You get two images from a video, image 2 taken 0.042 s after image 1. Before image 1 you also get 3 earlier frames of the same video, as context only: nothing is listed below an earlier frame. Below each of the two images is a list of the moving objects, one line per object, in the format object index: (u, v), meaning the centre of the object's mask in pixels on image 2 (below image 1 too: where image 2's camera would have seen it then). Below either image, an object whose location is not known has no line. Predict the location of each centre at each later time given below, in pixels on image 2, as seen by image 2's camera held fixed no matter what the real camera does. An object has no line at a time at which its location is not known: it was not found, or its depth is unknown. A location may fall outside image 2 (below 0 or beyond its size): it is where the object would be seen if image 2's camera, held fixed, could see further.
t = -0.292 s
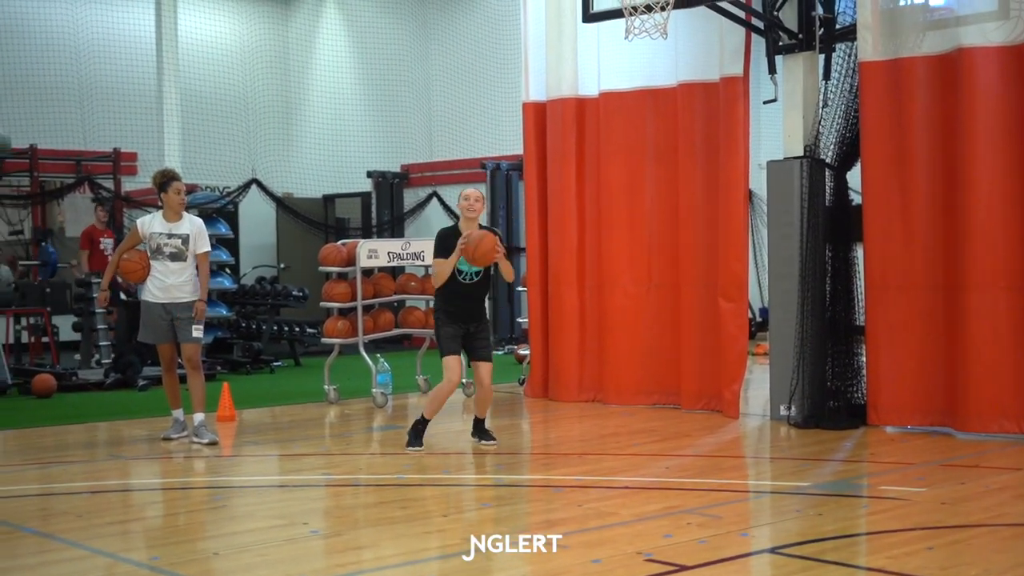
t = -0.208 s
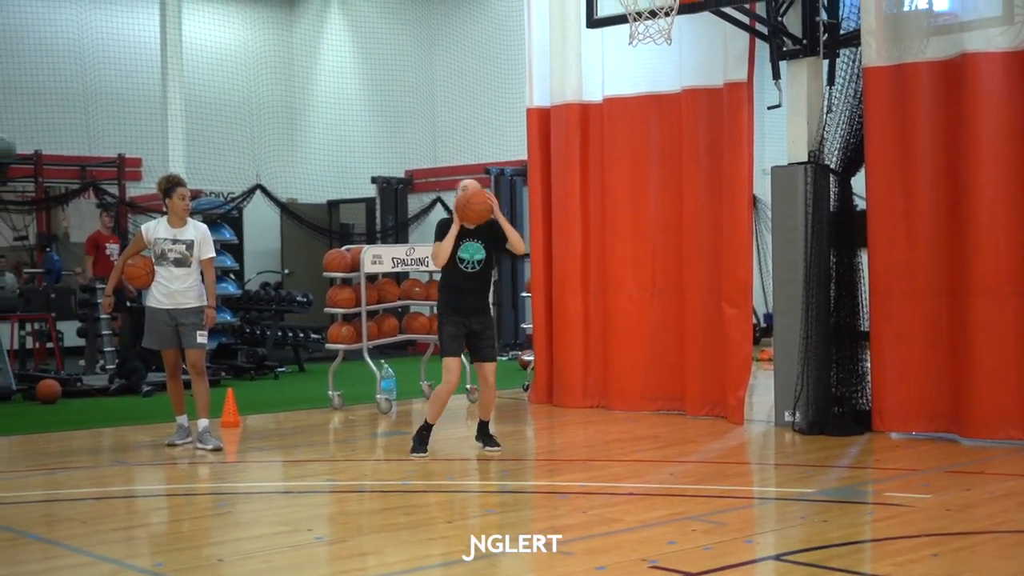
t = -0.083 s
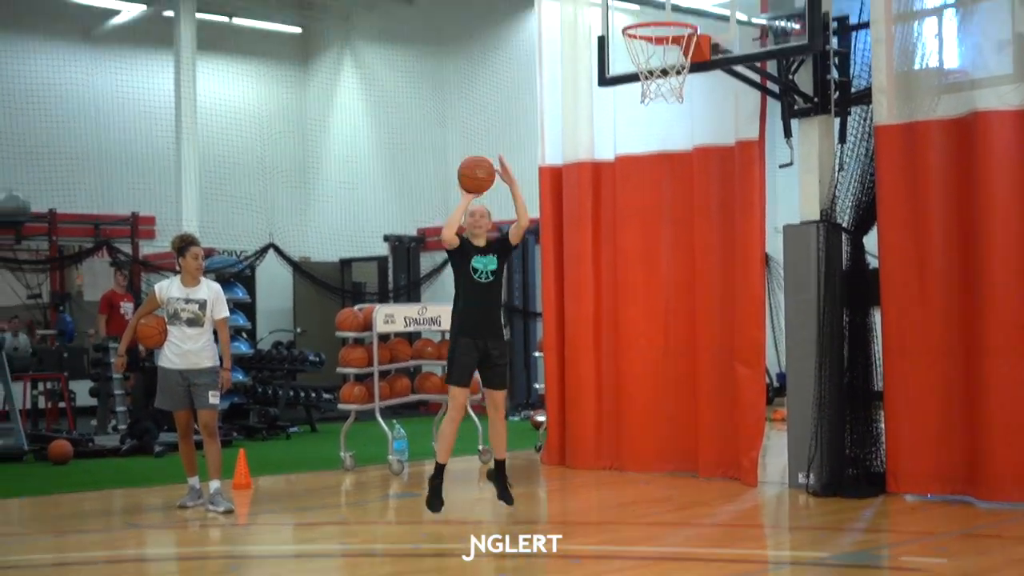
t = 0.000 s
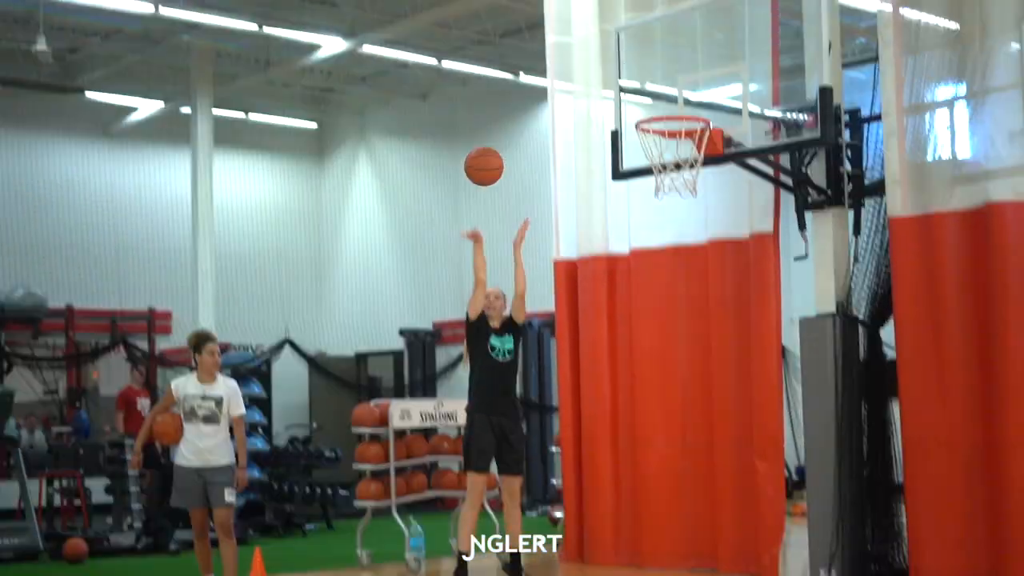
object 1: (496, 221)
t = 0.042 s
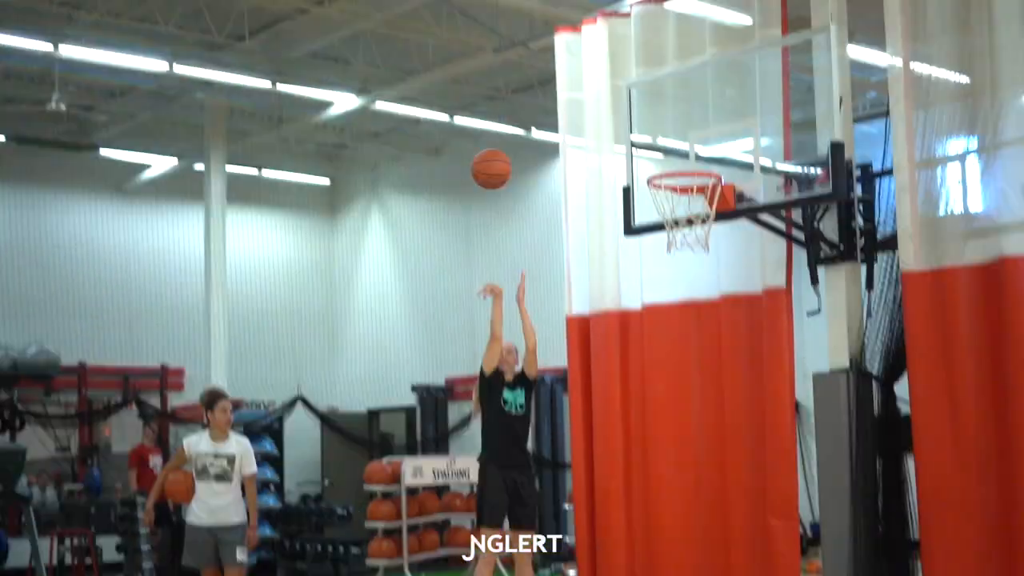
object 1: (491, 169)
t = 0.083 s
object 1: (485, 117)
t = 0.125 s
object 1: (479, 65)
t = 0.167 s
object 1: (473, 13)
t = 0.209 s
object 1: (466, -36)
